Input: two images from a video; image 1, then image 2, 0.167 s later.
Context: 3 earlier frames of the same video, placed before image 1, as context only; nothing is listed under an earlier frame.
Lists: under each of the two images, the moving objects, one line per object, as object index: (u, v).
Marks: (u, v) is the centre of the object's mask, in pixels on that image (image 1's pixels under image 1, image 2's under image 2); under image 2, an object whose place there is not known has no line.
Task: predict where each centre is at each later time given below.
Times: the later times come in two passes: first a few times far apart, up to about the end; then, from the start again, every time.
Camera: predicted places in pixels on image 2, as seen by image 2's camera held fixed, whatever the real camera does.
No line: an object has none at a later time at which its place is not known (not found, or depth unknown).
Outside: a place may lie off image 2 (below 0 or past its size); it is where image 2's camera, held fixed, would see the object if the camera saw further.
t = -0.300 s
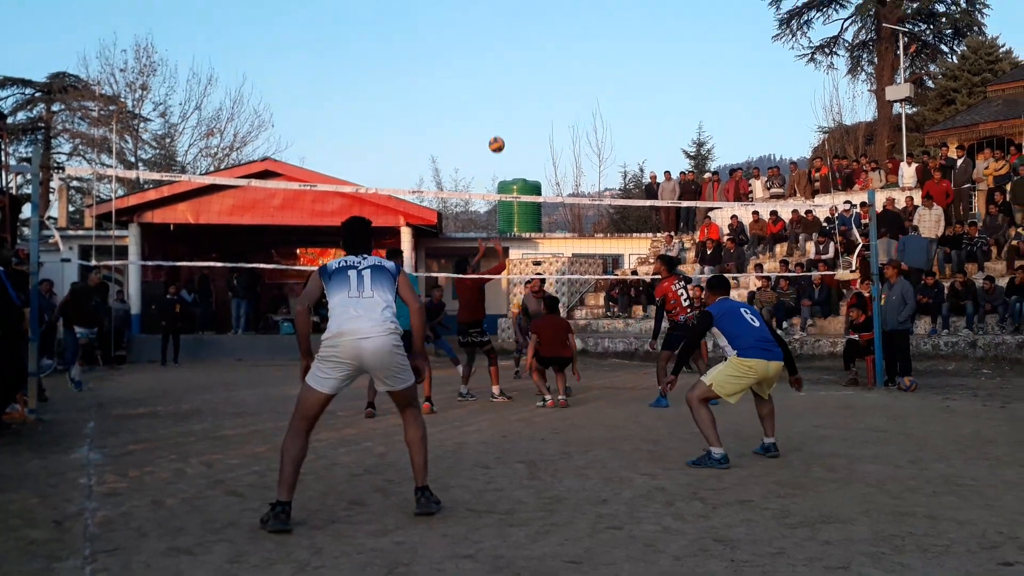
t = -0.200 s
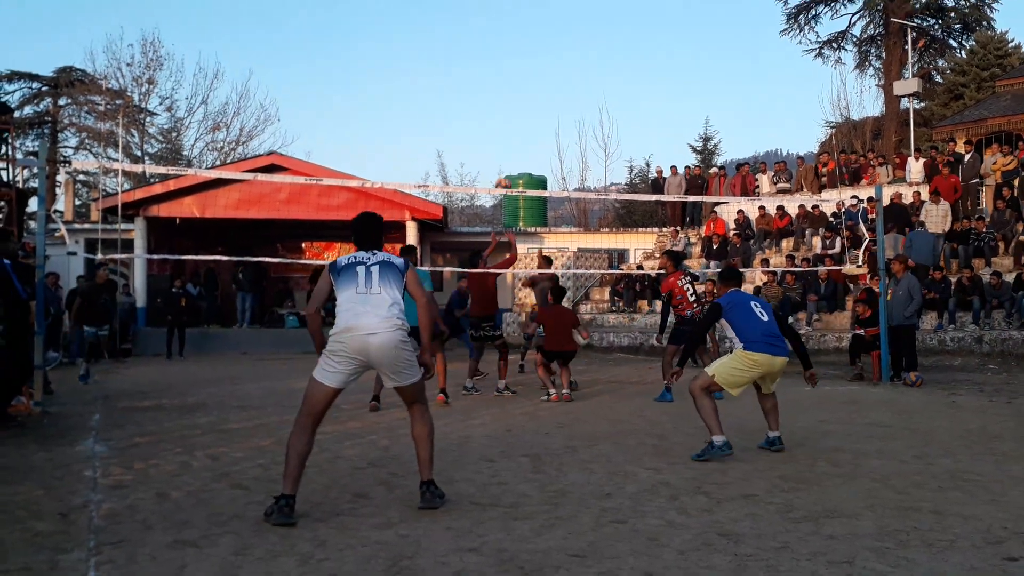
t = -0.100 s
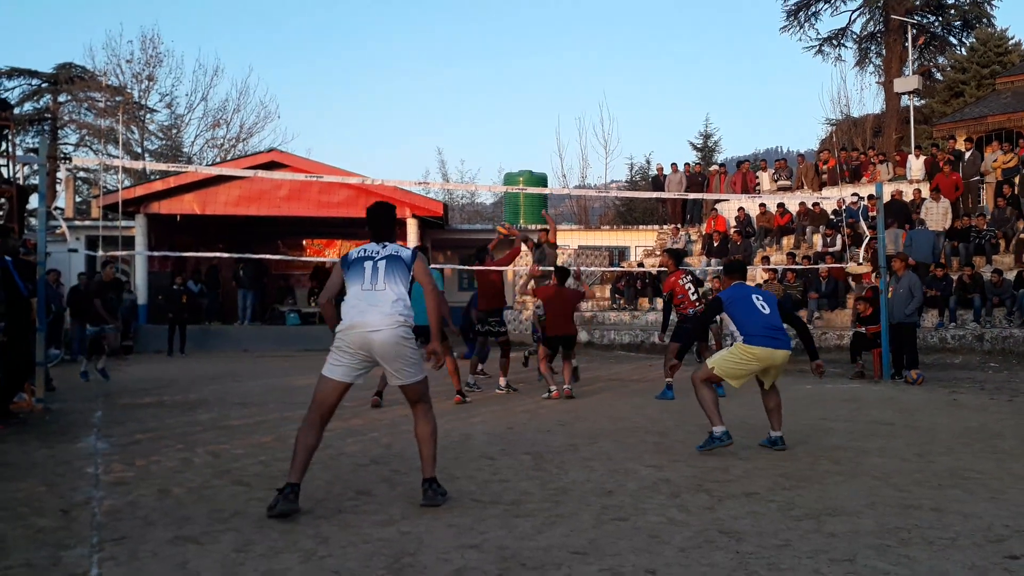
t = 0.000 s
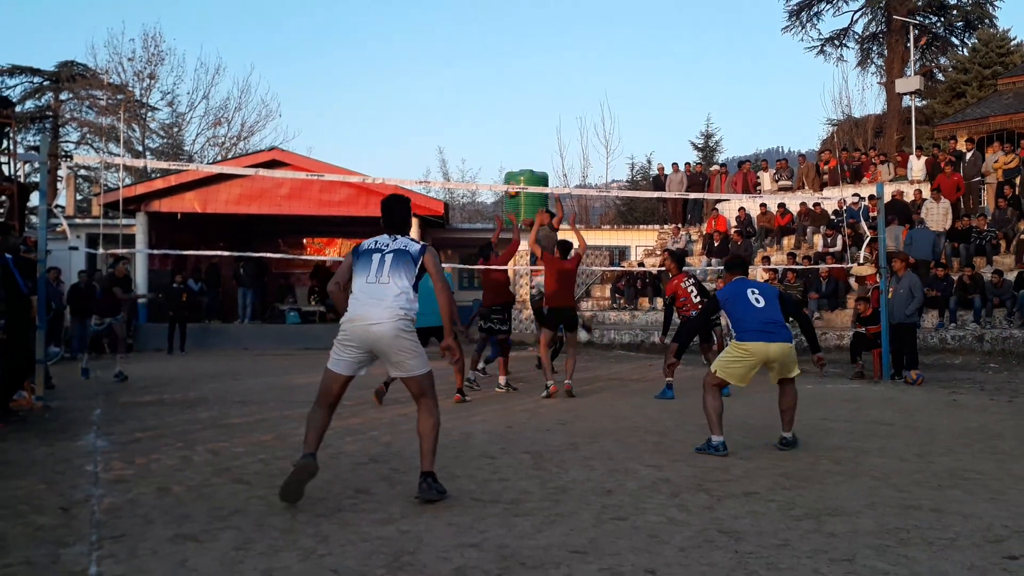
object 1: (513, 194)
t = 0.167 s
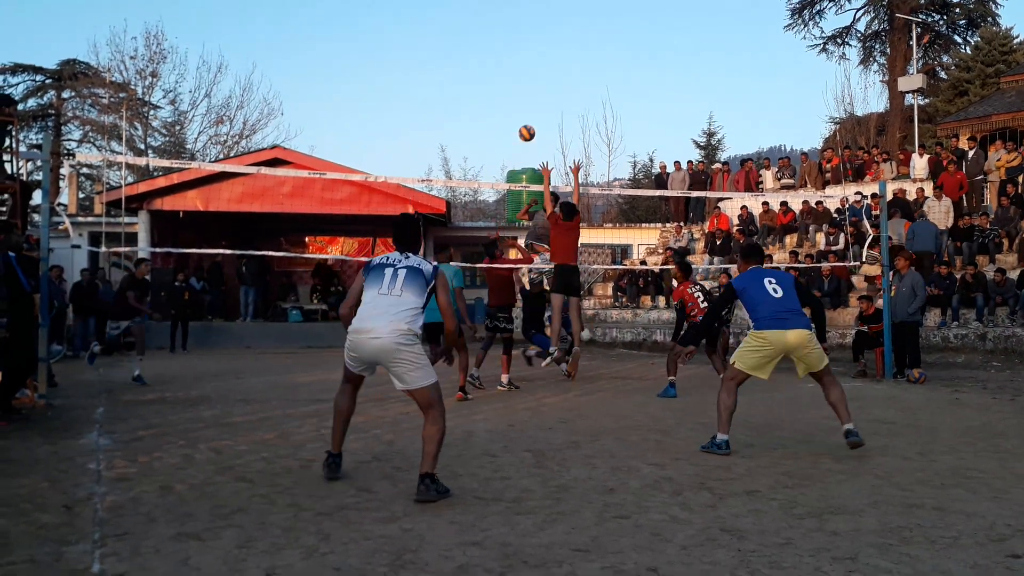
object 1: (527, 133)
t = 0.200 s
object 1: (529, 125)
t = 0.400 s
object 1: (542, 95)
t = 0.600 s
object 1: (557, 96)
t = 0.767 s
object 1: (568, 121)
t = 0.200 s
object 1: (529, 125)
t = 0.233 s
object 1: (532, 118)
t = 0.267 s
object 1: (534, 111)
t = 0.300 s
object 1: (536, 106)
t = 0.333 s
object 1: (539, 101)
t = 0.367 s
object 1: (541, 98)
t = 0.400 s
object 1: (542, 95)
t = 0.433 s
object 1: (545, 92)
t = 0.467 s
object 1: (548, 92)
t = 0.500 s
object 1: (551, 91)
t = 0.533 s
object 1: (553, 92)
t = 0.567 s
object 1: (555, 94)
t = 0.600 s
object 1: (557, 96)
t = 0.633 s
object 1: (559, 100)
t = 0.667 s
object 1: (562, 104)
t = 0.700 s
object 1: (564, 109)
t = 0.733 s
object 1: (566, 115)
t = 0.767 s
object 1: (568, 121)
